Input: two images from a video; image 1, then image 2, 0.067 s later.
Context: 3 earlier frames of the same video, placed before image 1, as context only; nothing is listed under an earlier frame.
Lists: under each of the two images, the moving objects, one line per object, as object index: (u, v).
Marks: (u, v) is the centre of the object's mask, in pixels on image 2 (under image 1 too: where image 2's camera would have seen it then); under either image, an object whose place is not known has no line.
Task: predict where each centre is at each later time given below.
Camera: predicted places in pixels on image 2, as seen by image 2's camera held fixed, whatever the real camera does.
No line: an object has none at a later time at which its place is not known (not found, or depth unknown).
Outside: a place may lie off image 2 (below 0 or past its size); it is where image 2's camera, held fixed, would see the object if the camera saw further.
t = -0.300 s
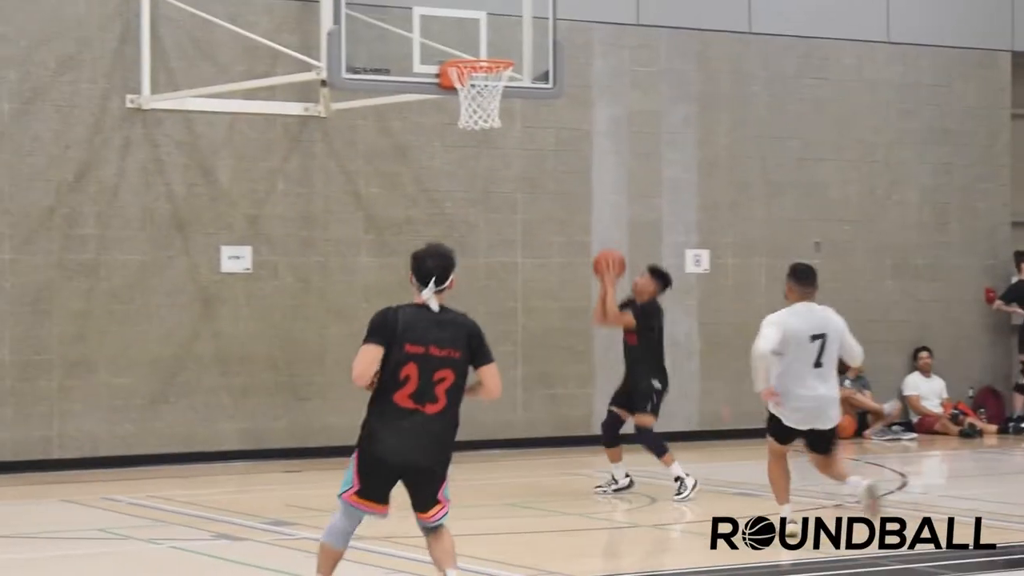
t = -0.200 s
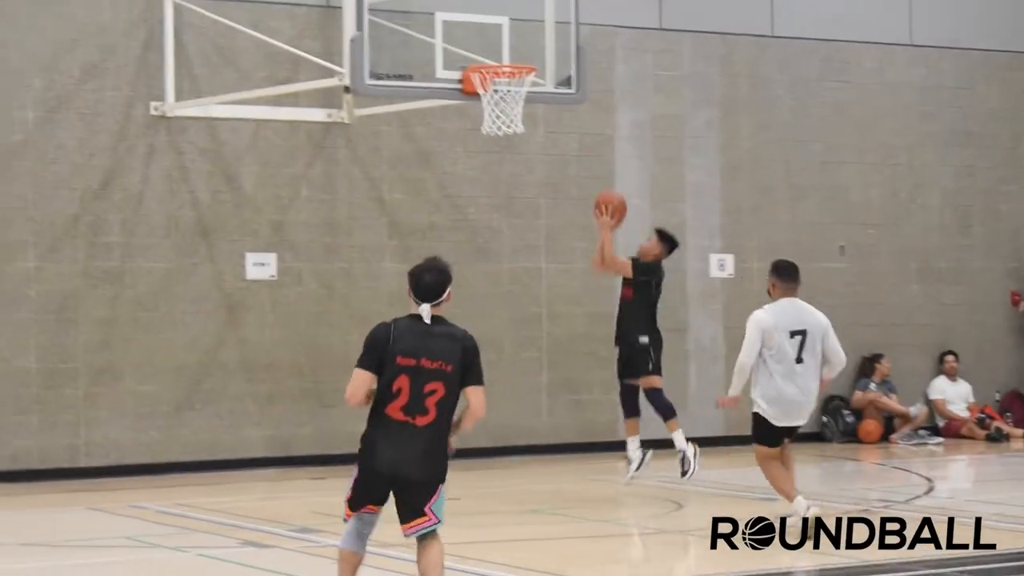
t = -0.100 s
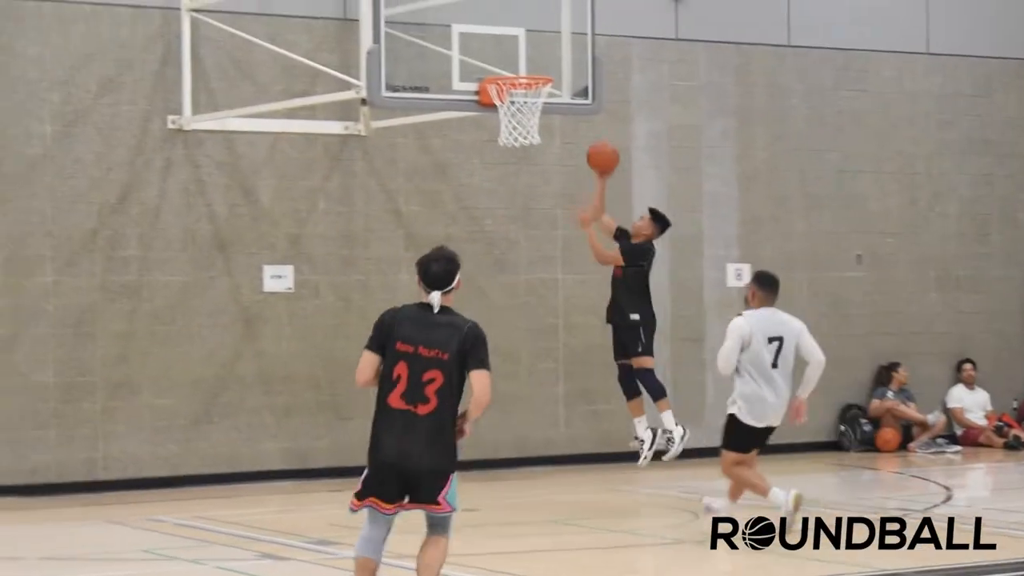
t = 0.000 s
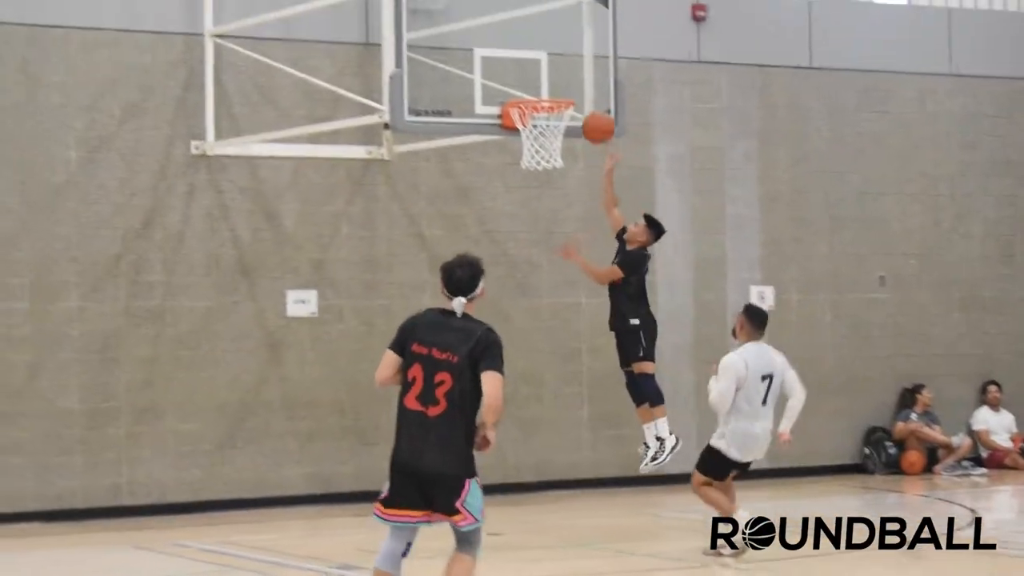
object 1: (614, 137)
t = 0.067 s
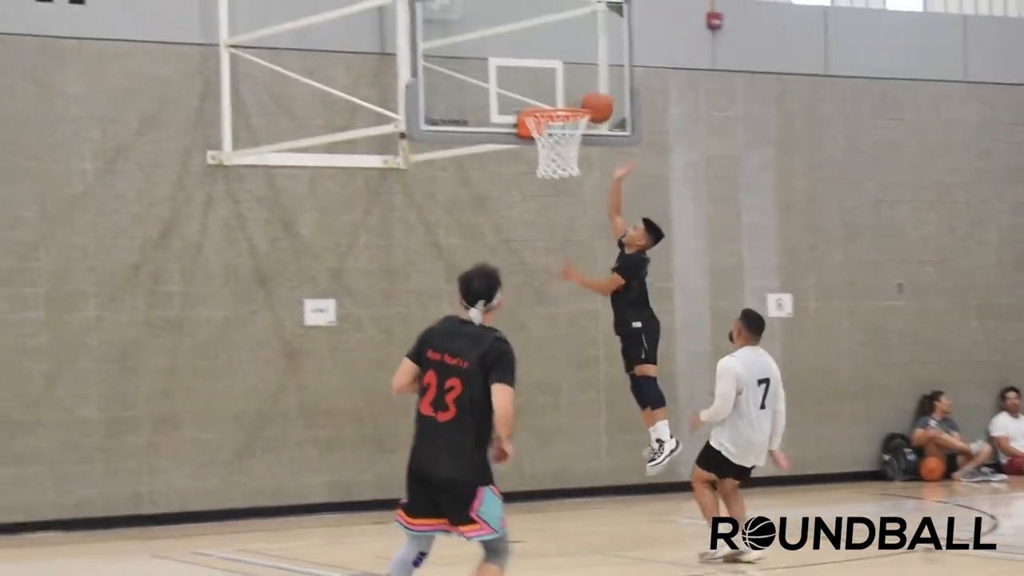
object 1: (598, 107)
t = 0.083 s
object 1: (592, 101)
